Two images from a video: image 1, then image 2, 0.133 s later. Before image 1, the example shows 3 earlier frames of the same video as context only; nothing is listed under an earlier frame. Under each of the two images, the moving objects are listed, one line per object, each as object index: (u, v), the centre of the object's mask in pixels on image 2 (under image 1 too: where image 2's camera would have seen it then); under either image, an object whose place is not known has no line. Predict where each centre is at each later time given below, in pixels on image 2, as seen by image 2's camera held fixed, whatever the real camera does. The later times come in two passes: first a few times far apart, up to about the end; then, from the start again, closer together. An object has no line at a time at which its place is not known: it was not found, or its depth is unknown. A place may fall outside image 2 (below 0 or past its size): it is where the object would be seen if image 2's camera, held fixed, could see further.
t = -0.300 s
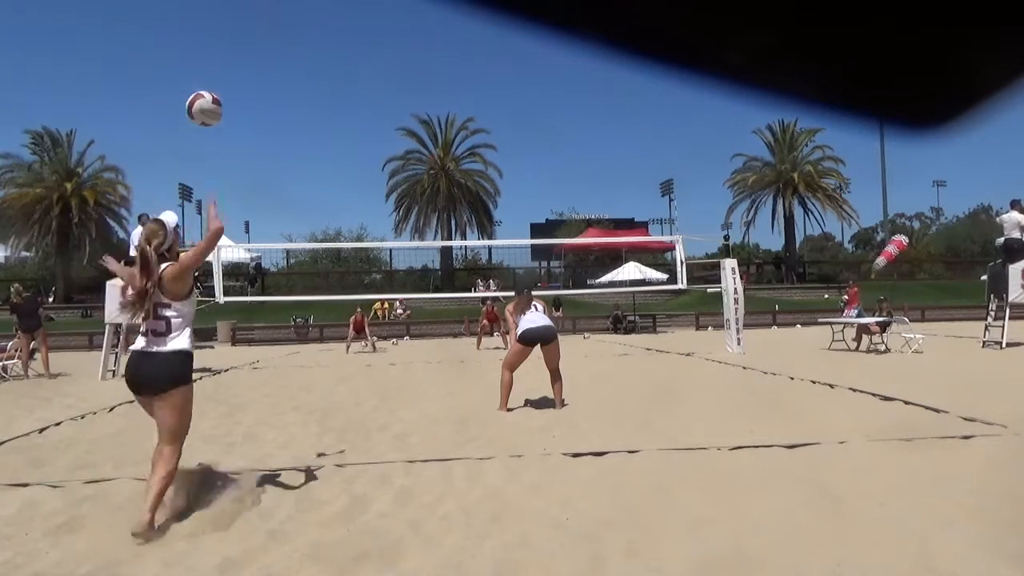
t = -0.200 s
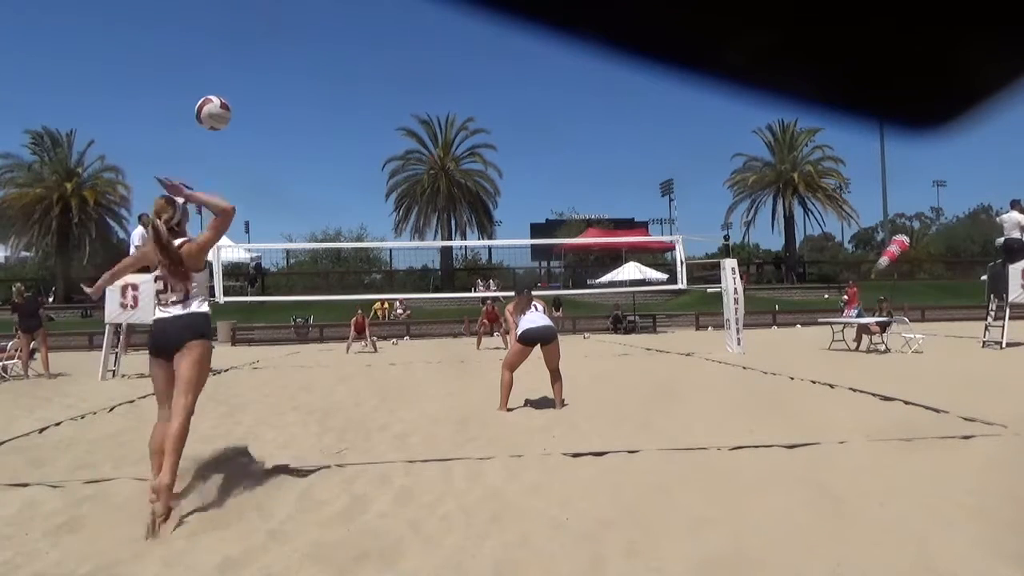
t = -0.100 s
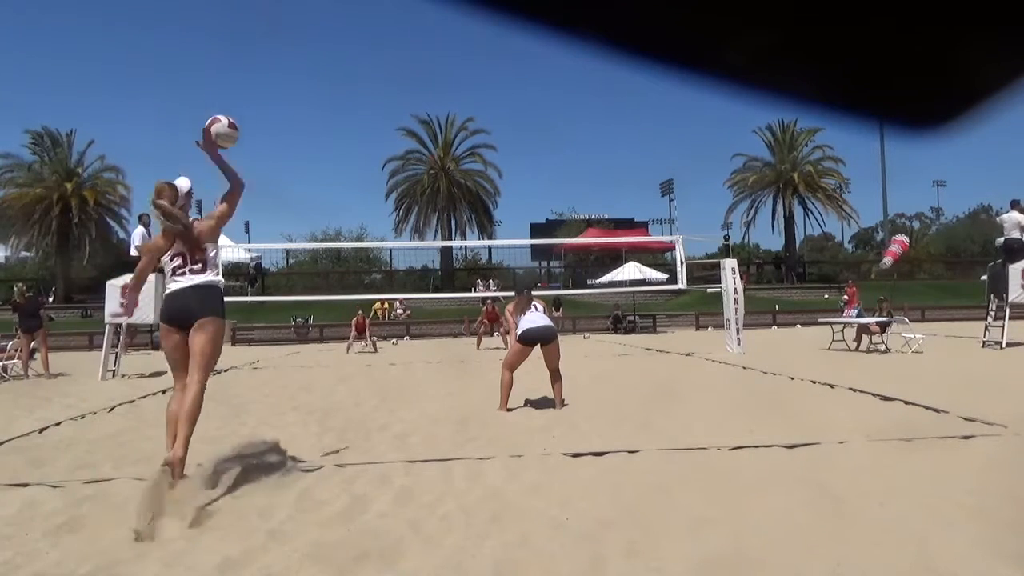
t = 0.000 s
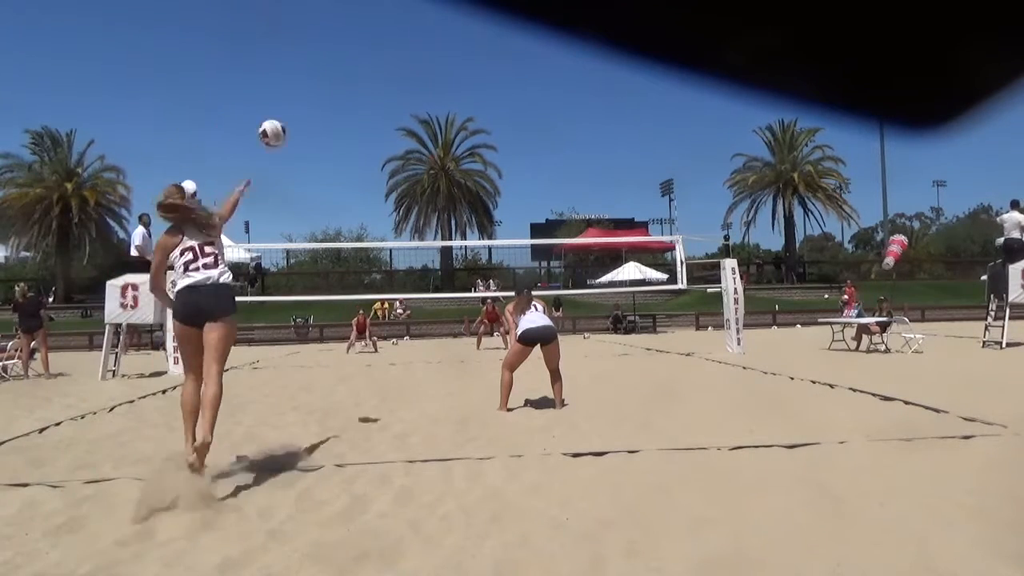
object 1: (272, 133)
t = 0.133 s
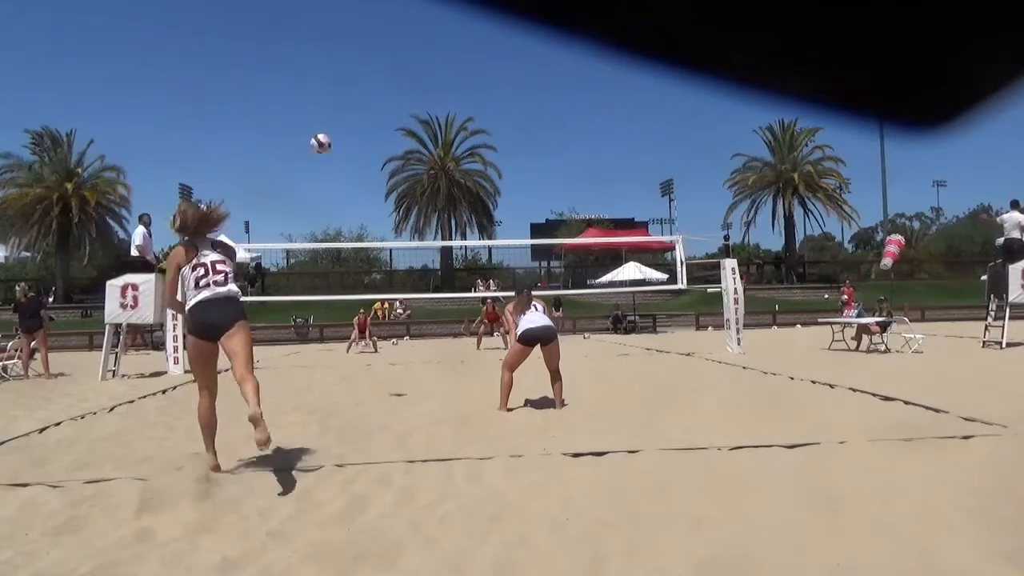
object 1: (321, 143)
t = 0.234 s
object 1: (344, 159)
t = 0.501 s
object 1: (388, 215)
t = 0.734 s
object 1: (412, 274)
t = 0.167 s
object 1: (329, 147)
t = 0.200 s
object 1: (337, 154)
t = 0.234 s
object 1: (344, 159)
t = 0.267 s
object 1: (350, 165)
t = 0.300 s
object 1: (356, 172)
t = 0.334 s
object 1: (362, 179)
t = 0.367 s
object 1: (368, 185)
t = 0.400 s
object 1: (373, 193)
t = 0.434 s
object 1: (378, 200)
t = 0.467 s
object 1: (383, 207)
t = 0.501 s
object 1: (388, 215)
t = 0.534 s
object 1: (391, 222)
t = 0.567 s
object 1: (395, 231)
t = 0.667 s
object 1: (405, 256)
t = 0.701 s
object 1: (408, 265)
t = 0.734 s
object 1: (412, 274)
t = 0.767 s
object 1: (415, 283)
